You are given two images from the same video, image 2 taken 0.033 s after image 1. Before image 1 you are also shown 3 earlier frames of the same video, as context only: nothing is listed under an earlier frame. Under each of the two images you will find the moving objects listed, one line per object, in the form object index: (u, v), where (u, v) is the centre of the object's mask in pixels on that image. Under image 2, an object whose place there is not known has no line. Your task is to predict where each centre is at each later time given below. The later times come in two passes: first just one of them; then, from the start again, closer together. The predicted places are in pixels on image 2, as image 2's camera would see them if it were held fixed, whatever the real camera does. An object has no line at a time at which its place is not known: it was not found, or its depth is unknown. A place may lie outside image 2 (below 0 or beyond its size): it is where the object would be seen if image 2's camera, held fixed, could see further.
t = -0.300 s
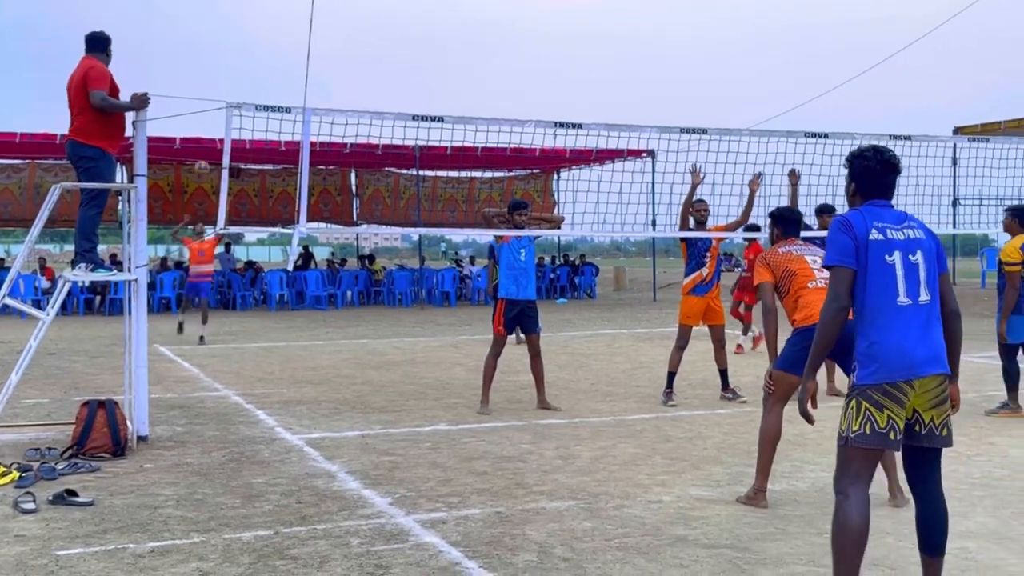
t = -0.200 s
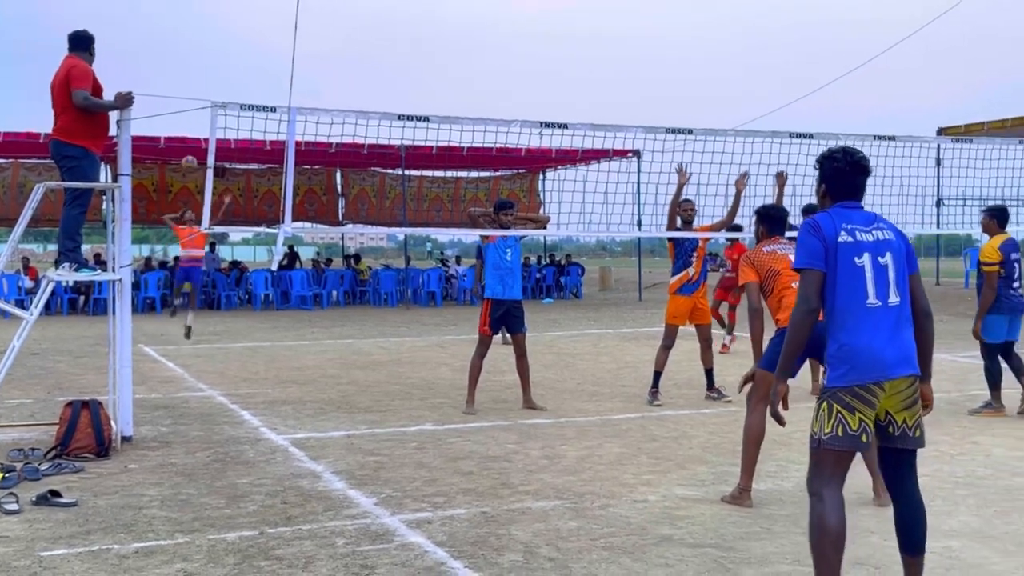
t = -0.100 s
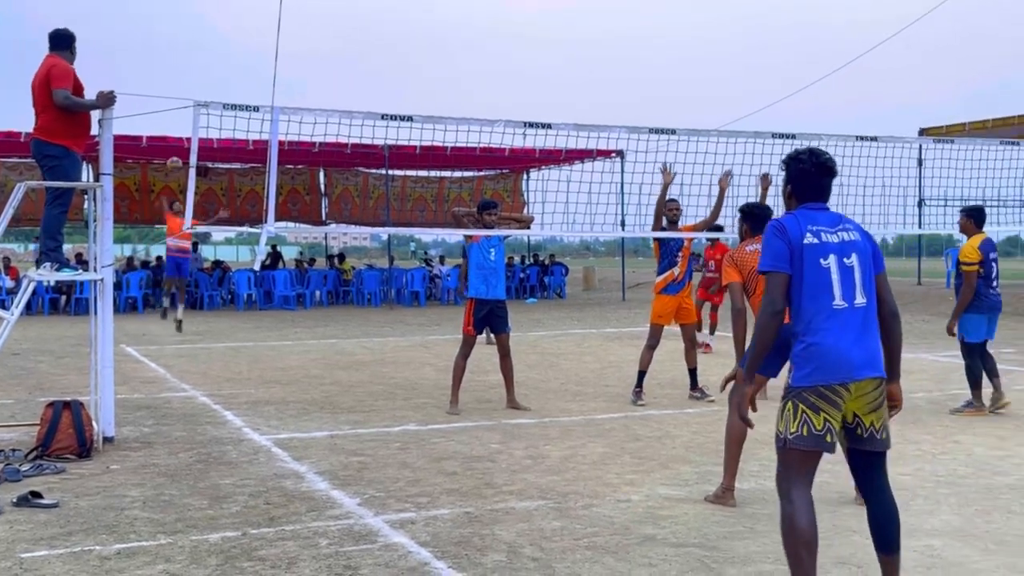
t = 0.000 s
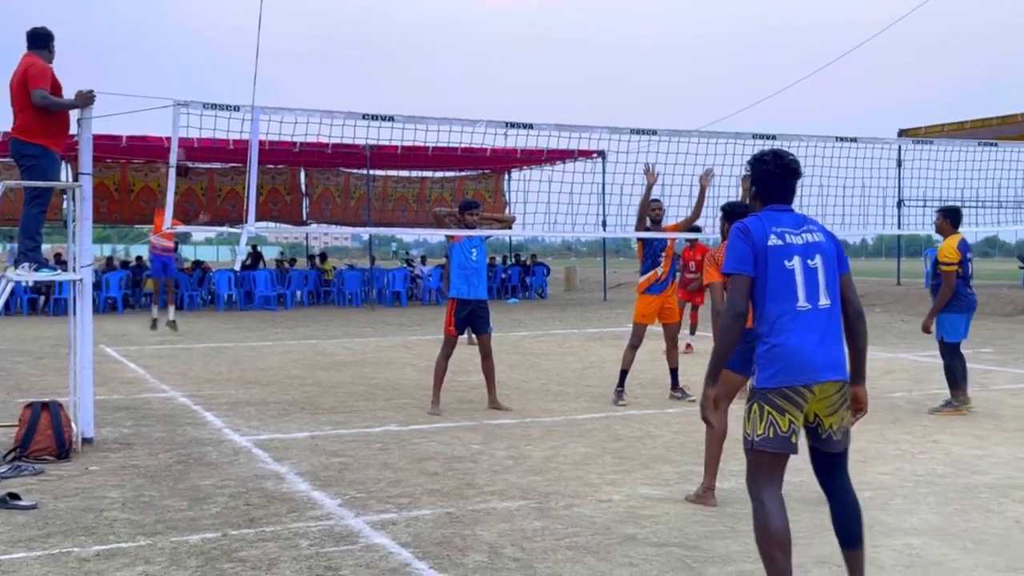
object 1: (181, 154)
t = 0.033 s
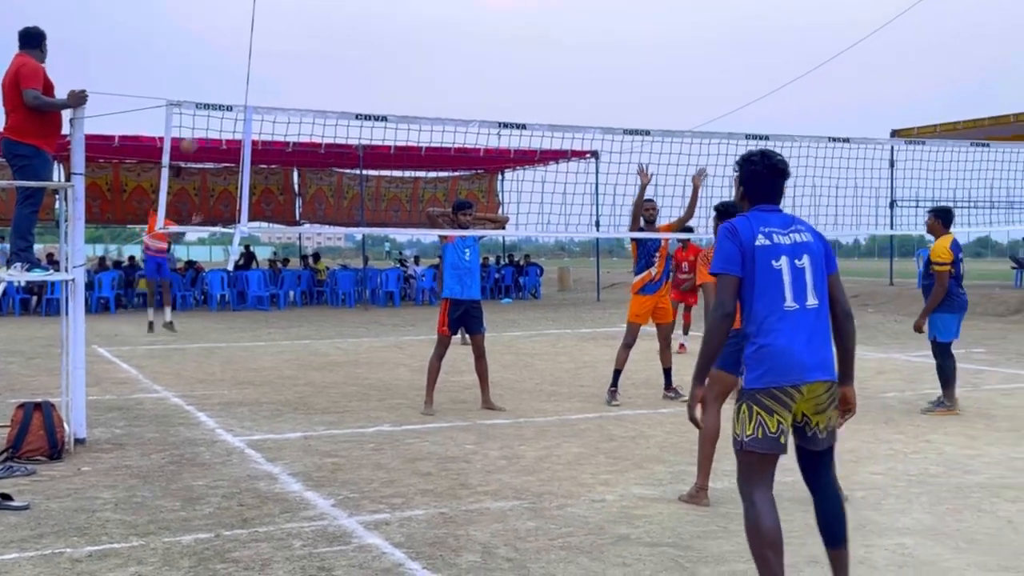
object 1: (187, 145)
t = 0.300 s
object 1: (367, 78)
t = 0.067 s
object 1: (209, 134)
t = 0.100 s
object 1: (229, 124)
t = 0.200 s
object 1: (295, 97)
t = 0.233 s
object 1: (318, 90)
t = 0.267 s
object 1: (342, 83)
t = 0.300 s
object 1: (367, 78)
